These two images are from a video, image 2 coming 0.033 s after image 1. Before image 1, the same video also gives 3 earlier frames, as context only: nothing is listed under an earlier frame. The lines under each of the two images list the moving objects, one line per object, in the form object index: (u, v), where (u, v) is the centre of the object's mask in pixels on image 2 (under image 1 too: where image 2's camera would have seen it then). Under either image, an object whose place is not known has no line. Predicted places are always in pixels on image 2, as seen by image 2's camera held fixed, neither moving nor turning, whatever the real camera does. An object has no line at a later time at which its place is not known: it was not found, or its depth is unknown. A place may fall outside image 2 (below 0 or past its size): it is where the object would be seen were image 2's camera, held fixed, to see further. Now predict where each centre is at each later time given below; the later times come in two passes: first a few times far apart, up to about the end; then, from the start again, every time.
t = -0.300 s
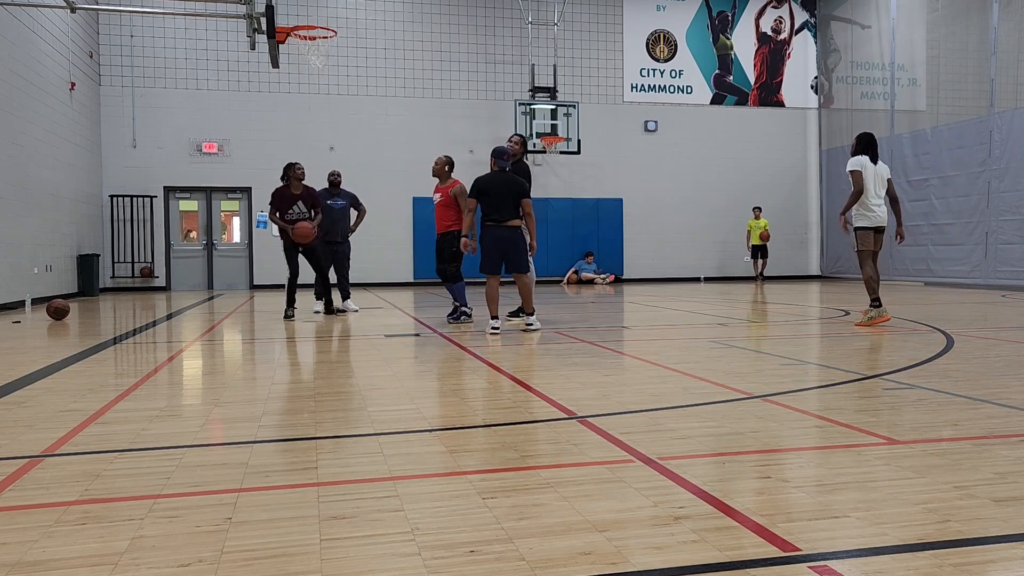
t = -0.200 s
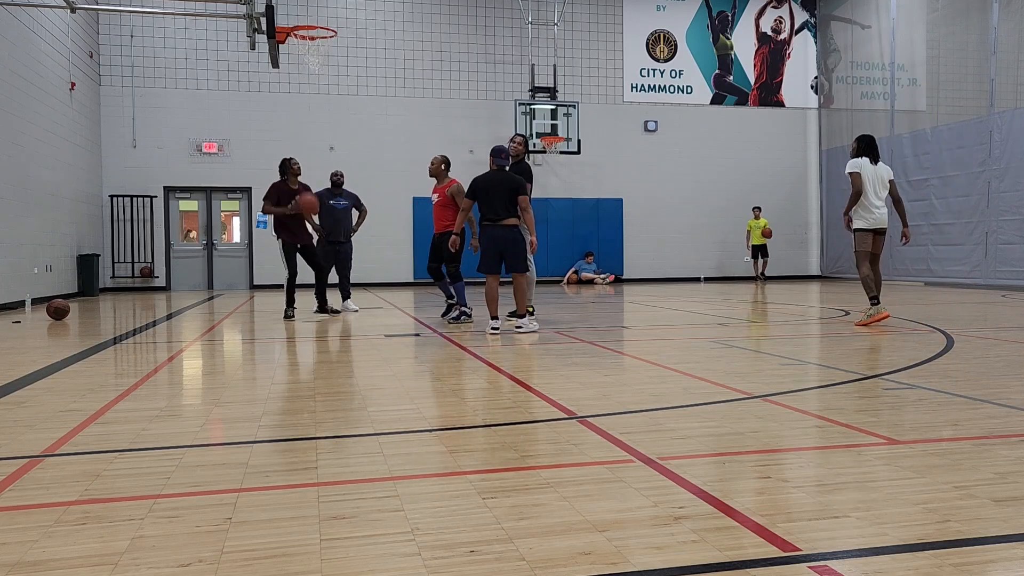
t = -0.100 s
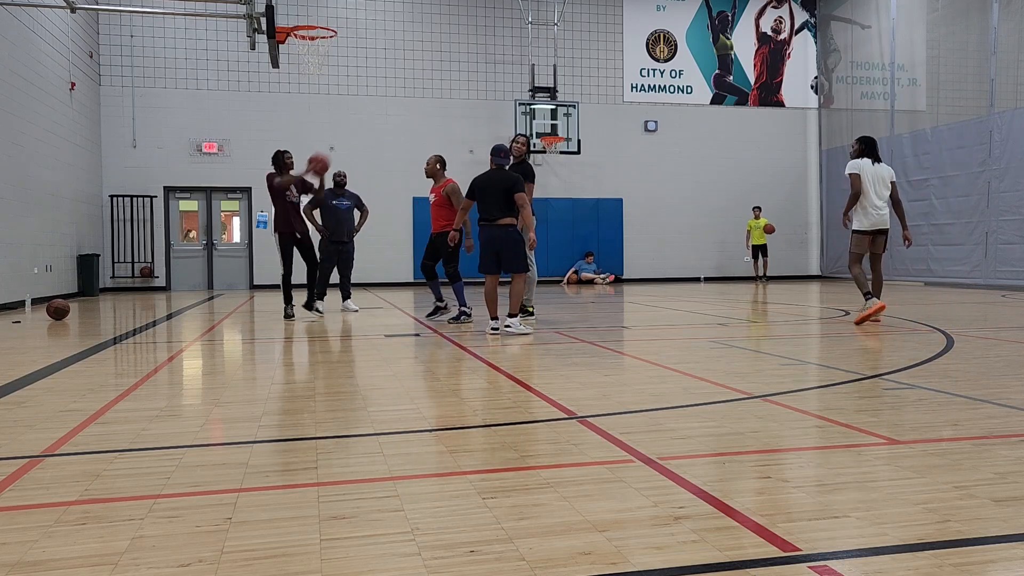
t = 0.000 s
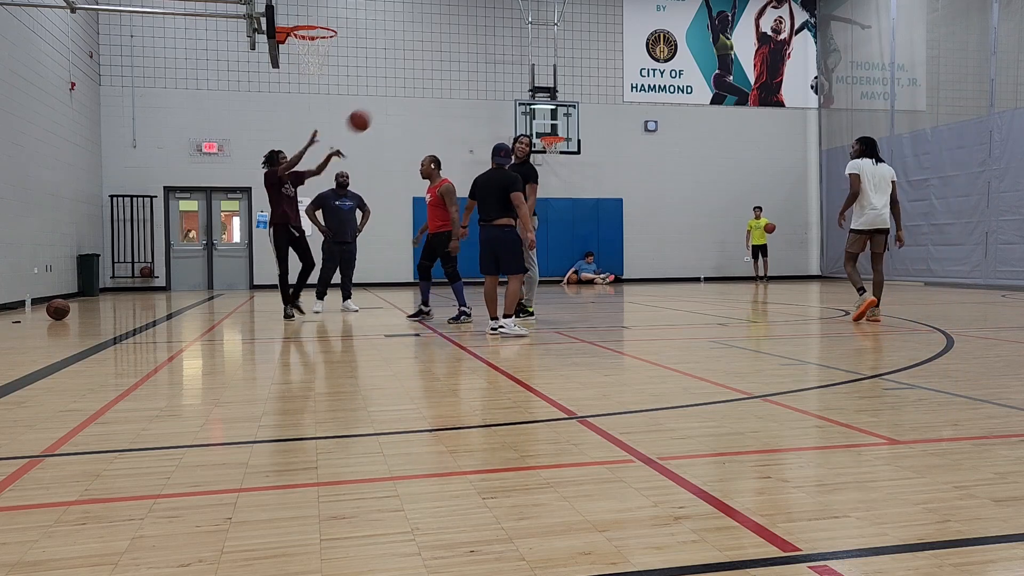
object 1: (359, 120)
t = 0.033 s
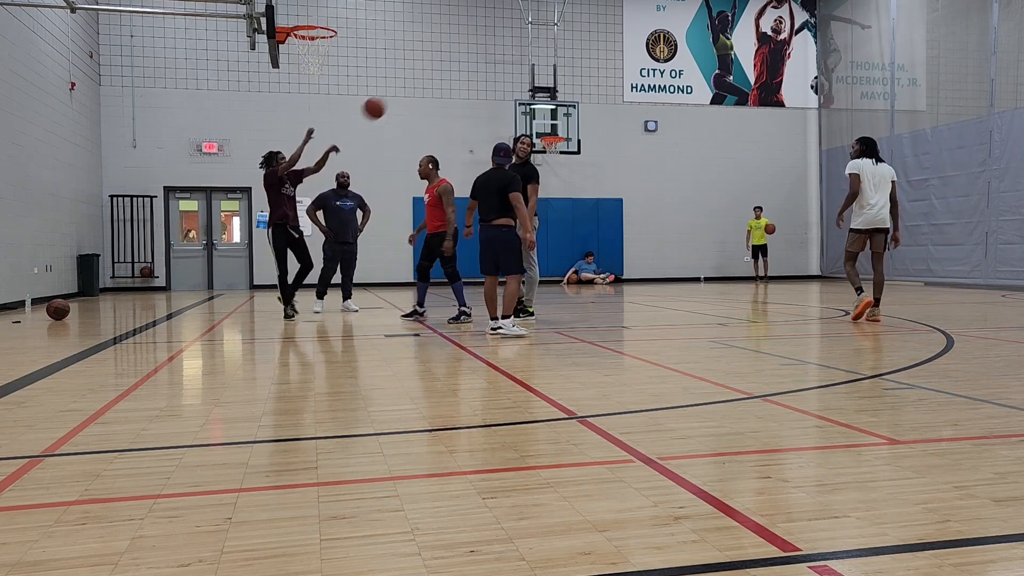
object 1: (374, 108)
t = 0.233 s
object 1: (462, 55)
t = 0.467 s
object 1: (562, 39)
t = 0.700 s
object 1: (658, 69)
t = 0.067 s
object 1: (389, 96)
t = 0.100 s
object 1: (403, 86)
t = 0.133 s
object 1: (418, 77)
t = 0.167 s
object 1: (433, 68)
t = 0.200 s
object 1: (448, 61)
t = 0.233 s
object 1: (462, 55)
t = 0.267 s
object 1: (477, 49)
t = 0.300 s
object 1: (492, 45)
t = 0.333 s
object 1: (506, 42)
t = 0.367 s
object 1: (520, 40)
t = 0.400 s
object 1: (534, 38)
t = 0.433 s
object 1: (548, 38)
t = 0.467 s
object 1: (562, 39)
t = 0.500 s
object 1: (576, 40)
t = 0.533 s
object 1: (590, 43)
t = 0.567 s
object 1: (604, 46)
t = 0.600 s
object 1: (617, 51)
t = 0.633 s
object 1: (631, 56)
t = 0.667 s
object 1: (645, 62)
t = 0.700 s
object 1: (658, 69)
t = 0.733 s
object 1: (671, 76)
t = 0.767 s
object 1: (685, 86)
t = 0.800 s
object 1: (697, 96)
